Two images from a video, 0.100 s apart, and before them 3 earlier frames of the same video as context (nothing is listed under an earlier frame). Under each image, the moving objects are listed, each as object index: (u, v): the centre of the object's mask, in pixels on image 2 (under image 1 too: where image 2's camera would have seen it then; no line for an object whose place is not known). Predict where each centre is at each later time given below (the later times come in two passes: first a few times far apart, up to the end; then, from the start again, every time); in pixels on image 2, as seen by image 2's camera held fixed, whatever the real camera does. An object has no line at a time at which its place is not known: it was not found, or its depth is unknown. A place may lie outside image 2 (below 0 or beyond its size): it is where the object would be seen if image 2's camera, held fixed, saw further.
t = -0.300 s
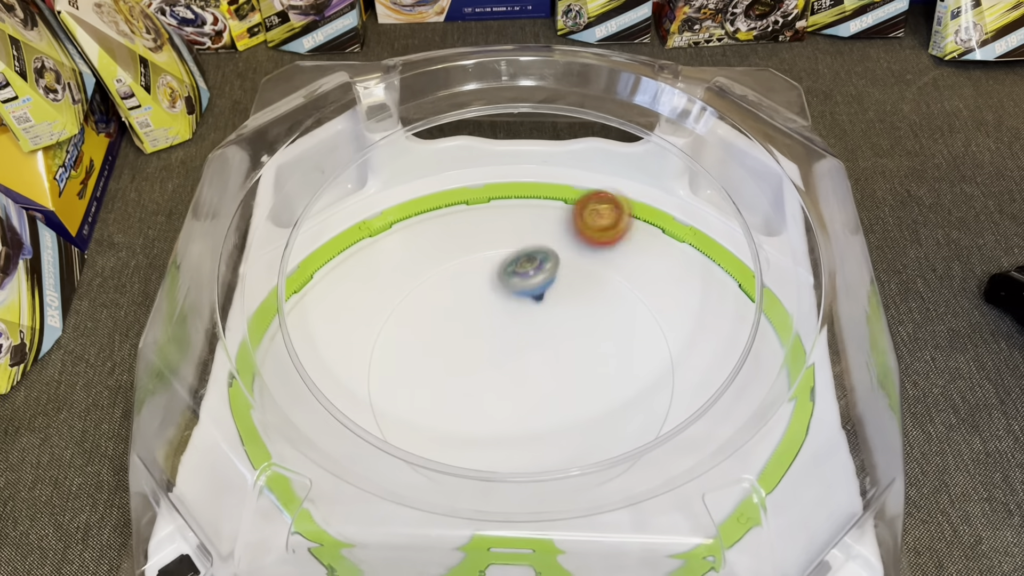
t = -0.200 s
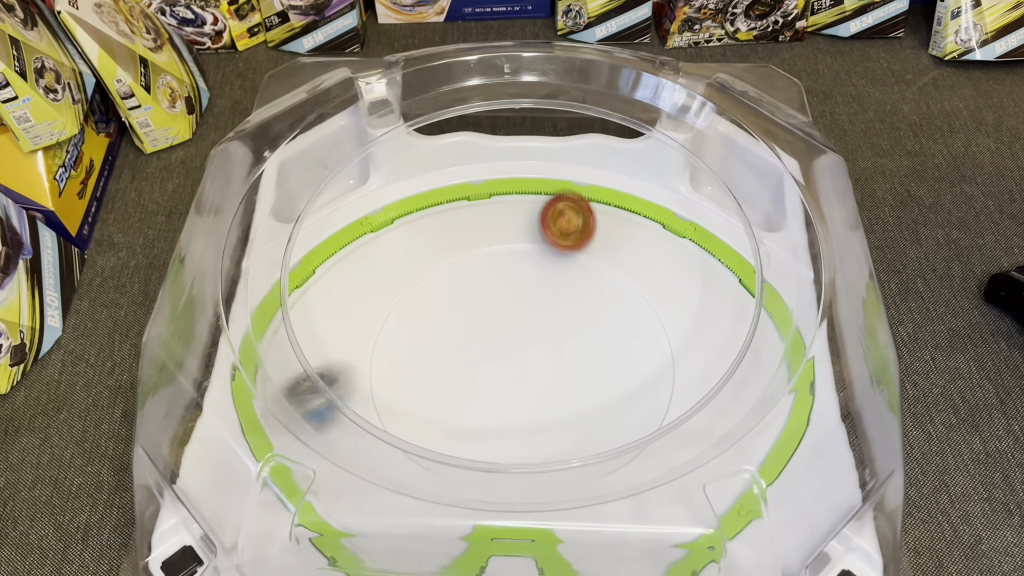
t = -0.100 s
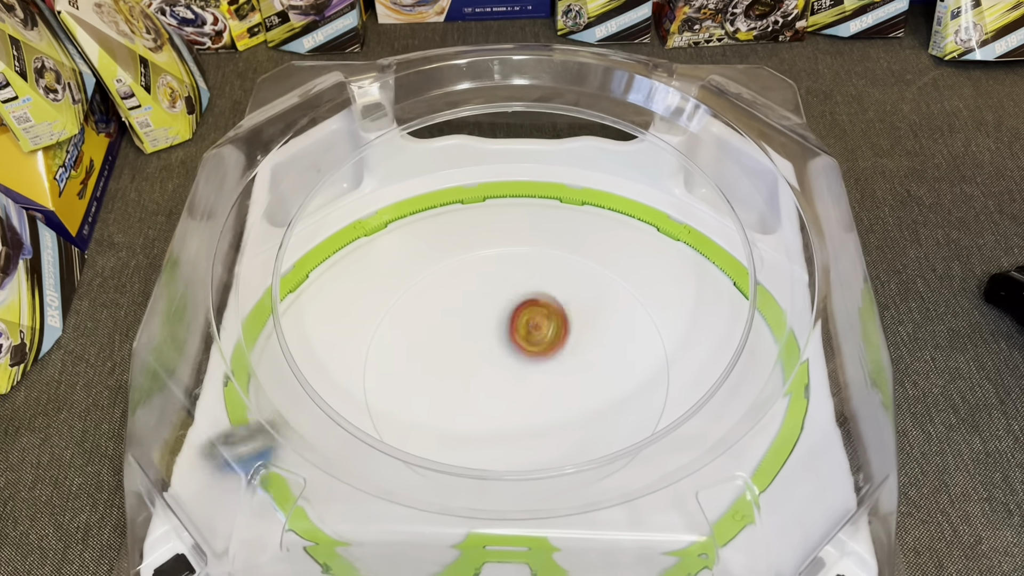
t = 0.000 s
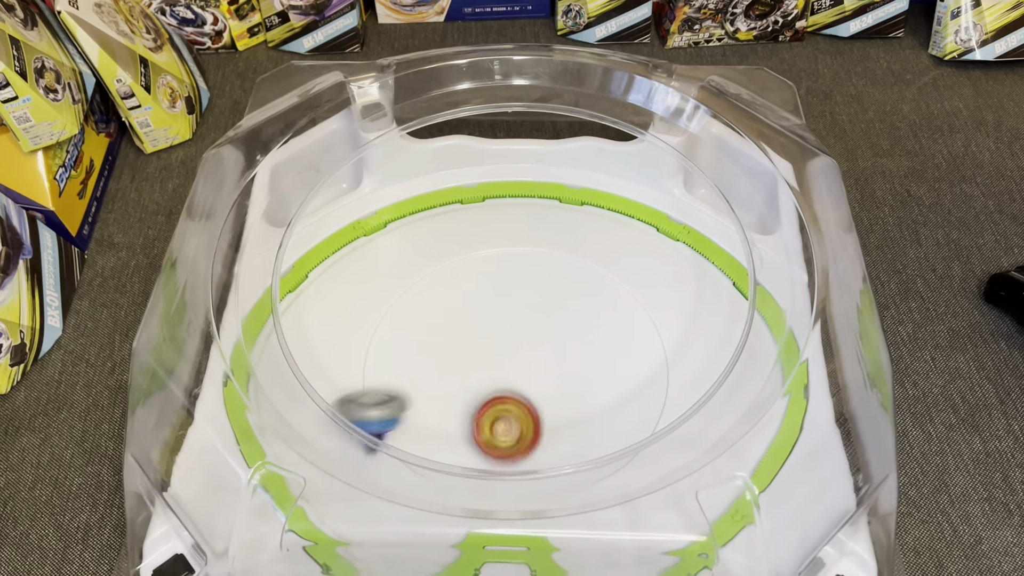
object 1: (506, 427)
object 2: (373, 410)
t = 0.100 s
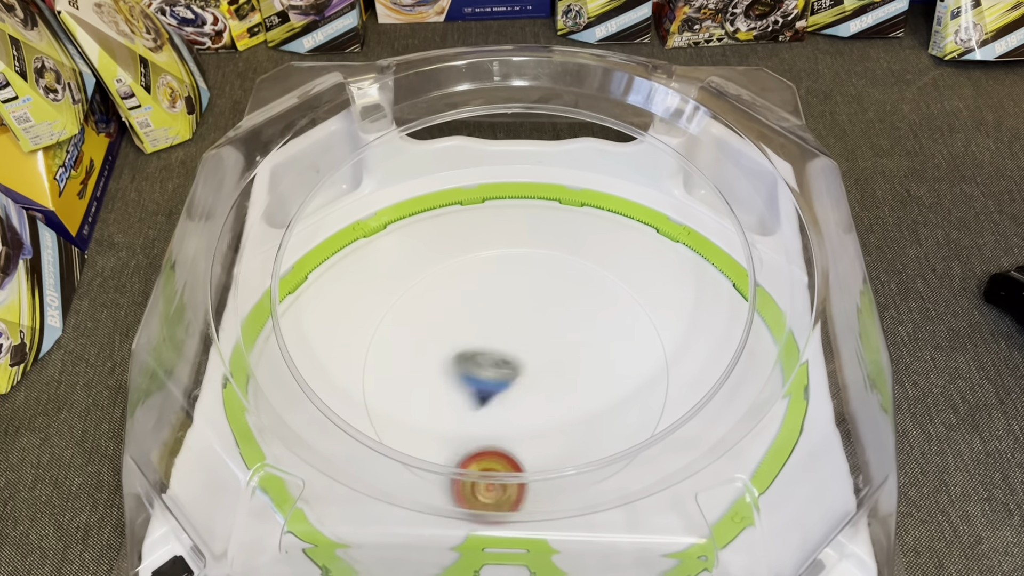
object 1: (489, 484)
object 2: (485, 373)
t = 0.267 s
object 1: (528, 388)
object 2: (625, 283)
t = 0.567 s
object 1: (546, 304)
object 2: (585, 238)
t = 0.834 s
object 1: (475, 403)
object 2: (454, 255)
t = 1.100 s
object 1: (444, 506)
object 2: (437, 329)
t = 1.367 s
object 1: (375, 521)
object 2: (541, 352)
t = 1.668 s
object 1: (473, 359)
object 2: (614, 352)
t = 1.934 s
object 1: (506, 235)
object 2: (569, 369)
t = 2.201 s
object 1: (536, 231)
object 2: (492, 389)
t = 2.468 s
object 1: (621, 256)
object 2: (427, 391)
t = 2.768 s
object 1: (755, 348)
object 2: (451, 359)
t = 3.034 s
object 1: (507, 411)
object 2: (496, 292)
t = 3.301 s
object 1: (352, 516)
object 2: (510, 218)
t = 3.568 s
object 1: (347, 408)
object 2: (567, 324)
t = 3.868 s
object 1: (385, 278)
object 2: (618, 455)
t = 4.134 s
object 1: (521, 234)
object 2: (604, 535)
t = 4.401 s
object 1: (638, 306)
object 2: (604, 420)
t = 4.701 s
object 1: (603, 451)
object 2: (501, 243)
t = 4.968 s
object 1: (433, 474)
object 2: (490, 227)
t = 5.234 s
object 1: (351, 359)
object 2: (537, 342)
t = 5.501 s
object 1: (425, 253)
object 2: (604, 460)
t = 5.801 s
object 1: (579, 256)
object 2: (591, 537)
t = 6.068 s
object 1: (623, 379)
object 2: (578, 428)
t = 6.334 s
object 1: (635, 400)
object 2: (402, 316)
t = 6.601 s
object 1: (520, 361)
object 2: (424, 318)
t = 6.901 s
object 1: (635, 385)
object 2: (433, 313)
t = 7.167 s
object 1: (577, 403)
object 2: (518, 364)
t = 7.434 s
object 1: (440, 488)
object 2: (524, 257)
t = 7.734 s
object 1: (314, 463)
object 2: (505, 317)
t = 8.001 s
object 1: (311, 446)
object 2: (459, 370)
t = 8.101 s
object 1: (318, 440)
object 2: (445, 368)
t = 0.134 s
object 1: (494, 470)
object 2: (521, 353)
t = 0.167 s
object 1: (501, 447)
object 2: (555, 342)
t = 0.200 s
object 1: (509, 431)
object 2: (582, 316)
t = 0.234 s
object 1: (518, 410)
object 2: (608, 296)
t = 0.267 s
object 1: (528, 388)
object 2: (625, 283)
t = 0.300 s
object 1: (538, 367)
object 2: (631, 272)
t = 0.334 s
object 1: (549, 348)
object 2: (636, 270)
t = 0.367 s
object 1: (558, 330)
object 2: (633, 263)
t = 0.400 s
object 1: (567, 315)
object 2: (626, 263)
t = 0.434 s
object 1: (576, 302)
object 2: (616, 263)
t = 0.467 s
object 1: (574, 295)
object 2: (610, 256)
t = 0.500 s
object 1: (566, 299)
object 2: (605, 247)
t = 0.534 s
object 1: (557, 298)
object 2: (597, 240)
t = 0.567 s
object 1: (546, 304)
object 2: (585, 238)
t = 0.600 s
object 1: (537, 312)
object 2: (571, 239)
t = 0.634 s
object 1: (526, 322)
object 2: (555, 236)
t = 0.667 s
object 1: (516, 332)
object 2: (537, 239)
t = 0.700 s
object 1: (506, 344)
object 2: (519, 238)
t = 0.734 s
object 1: (497, 358)
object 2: (501, 241)
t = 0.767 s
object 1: (488, 372)
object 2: (483, 243)
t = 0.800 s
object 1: (482, 388)
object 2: (468, 248)
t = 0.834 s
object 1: (475, 403)
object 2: (454, 255)
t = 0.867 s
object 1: (469, 419)
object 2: (443, 265)
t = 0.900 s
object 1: (465, 435)
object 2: (435, 274)
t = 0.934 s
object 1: (463, 445)
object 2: (429, 284)
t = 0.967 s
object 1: (458, 463)
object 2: (426, 293)
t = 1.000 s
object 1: (455, 476)
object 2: (425, 303)
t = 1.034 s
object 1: (454, 483)
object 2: (427, 312)
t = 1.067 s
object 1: (448, 499)
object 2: (431, 320)
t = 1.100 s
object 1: (444, 506)
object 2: (437, 329)
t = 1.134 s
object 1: (437, 516)
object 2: (445, 336)
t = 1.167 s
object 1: (427, 526)
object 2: (455, 342)
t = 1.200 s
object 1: (415, 536)
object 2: (465, 347)
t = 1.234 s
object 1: (402, 538)
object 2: (477, 349)
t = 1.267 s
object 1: (386, 539)
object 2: (491, 352)
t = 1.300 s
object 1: (370, 540)
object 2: (506, 352)
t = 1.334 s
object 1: (365, 537)
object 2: (523, 353)
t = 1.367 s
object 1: (375, 521)
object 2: (541, 352)
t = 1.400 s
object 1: (392, 506)
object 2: (558, 350)
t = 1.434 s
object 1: (405, 480)
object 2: (573, 350)
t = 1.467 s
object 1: (414, 469)
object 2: (587, 348)
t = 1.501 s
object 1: (426, 443)
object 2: (598, 347)
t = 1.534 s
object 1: (434, 434)
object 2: (606, 347)
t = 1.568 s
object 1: (444, 417)
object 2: (611, 348)
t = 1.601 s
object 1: (454, 398)
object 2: (614, 349)
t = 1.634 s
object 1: (463, 379)
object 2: (614, 350)
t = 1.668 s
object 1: (473, 359)
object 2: (614, 352)
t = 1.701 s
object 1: (481, 339)
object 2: (612, 353)
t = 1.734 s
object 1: (488, 320)
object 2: (608, 355)
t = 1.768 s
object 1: (493, 301)
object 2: (604, 358)
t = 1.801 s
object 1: (498, 284)
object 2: (598, 360)
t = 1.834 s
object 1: (501, 268)
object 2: (592, 362)
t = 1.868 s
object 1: (503, 254)
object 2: (585, 364)
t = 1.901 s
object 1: (504, 242)
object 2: (578, 367)
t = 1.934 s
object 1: (506, 235)
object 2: (569, 369)
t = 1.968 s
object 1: (508, 234)
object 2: (562, 372)
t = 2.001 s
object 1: (510, 231)
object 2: (554, 374)
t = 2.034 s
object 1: (513, 230)
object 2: (544, 376)
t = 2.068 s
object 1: (516, 230)
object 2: (535, 379)
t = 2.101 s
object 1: (519, 229)
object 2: (525, 382)
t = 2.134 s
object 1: (524, 229)
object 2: (514, 384)
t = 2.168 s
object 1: (529, 230)
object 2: (503, 387)
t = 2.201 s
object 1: (536, 231)
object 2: (492, 389)
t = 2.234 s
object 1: (543, 232)
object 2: (482, 391)
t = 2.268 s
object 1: (551, 233)
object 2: (470, 391)
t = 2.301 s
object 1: (560, 236)
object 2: (459, 391)
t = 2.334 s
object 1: (571, 239)
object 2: (449, 393)
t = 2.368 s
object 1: (582, 242)
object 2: (441, 391)
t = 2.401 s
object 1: (594, 245)
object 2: (434, 392)
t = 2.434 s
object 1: (607, 250)
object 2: (429, 392)
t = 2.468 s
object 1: (621, 256)
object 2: (427, 391)
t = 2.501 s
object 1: (636, 262)
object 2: (426, 388)
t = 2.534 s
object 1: (652, 270)
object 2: (426, 385)
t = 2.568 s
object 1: (669, 279)
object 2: (428, 381)
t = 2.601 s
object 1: (687, 288)
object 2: (430, 378)
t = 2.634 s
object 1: (706, 298)
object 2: (432, 374)
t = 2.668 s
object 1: (721, 310)
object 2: (436, 371)
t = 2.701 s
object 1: (746, 323)
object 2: (440, 367)
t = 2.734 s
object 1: (766, 338)
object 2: (445, 363)
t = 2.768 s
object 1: (755, 348)
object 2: (451, 359)
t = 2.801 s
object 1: (722, 353)
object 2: (457, 356)
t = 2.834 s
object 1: (690, 356)
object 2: (463, 352)
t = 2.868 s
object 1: (659, 360)
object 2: (470, 348)
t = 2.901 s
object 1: (628, 364)
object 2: (478, 344)
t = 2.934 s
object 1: (597, 373)
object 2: (485, 339)
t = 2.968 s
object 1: (562, 378)
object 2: (493, 334)
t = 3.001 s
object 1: (530, 383)
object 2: (501, 330)
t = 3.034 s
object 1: (507, 411)
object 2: (496, 292)
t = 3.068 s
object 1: (483, 443)
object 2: (492, 258)
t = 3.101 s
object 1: (459, 470)
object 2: (492, 233)
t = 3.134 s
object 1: (436, 495)
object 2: (494, 219)
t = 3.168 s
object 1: (408, 521)
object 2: (497, 209)
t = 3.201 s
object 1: (380, 537)
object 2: (503, 199)
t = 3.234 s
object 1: (364, 537)
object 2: (506, 199)
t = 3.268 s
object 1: (356, 523)
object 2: (507, 208)
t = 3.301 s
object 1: (352, 516)
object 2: (510, 218)
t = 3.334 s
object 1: (348, 508)
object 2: (515, 226)
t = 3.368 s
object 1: (352, 490)
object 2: (521, 238)
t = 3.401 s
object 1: (356, 478)
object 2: (529, 247)
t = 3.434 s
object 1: (351, 456)
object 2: (537, 263)
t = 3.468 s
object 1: (344, 449)
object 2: (544, 277)
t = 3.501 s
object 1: (347, 434)
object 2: (551, 292)
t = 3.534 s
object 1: (348, 423)
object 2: (558, 308)
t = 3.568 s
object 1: (347, 408)
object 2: (567, 324)
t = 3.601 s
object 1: (348, 396)
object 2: (576, 341)
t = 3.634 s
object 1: (346, 383)
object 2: (584, 356)
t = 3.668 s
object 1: (345, 370)
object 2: (593, 372)
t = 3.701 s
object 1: (346, 354)
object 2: (602, 389)
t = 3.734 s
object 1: (350, 337)
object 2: (610, 403)
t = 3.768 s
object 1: (355, 321)
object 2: (617, 419)
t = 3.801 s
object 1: (363, 305)
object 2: (620, 429)
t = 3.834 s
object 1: (373, 291)
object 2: (620, 441)
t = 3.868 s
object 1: (385, 278)
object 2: (618, 455)
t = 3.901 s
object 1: (399, 266)
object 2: (614, 469)
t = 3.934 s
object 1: (414, 256)
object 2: (609, 485)
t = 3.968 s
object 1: (431, 248)
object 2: (601, 503)
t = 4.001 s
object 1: (448, 241)
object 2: (592, 519)
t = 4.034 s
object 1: (466, 237)
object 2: (582, 545)
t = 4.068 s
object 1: (484, 234)
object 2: (574, 548)
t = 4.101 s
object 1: (503, 233)
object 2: (589, 543)
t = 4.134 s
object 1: (521, 234)
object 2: (604, 535)
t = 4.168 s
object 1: (540, 238)
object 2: (614, 514)
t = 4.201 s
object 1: (557, 242)
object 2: (623, 499)
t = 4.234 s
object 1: (574, 249)
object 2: (630, 491)
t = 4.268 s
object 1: (590, 257)
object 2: (629, 472)
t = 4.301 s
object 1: (605, 267)
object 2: (629, 457)
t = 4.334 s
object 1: (618, 279)
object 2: (625, 448)
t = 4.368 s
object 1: (629, 292)
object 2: (615, 428)
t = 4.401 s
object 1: (638, 306)
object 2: (604, 420)
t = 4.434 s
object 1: (645, 321)
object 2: (591, 403)
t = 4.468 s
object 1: (650, 339)
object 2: (576, 386)
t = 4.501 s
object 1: (652, 355)
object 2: (562, 365)
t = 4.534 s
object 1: (651, 373)
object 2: (547, 344)
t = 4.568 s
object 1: (647, 391)
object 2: (535, 323)
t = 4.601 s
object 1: (641, 407)
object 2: (524, 301)
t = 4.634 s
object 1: (630, 422)
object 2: (514, 281)
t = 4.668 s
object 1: (617, 434)
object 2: (507, 262)
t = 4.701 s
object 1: (603, 451)
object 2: (501, 243)
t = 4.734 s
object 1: (586, 466)
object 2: (496, 228)
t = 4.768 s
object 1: (565, 479)
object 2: (492, 218)
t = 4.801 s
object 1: (542, 485)
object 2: (490, 206)
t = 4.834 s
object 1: (520, 489)
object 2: (490, 196)
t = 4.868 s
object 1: (498, 489)
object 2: (489, 196)
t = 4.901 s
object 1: (475, 487)
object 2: (489, 211)
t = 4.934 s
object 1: (454, 482)
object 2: (489, 216)
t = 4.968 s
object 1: (433, 474)
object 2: (490, 227)
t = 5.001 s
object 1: (415, 466)
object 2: (492, 242)
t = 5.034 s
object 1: (399, 453)
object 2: (495, 247)
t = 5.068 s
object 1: (385, 438)
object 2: (498, 262)
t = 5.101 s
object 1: (375, 420)
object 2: (504, 277)
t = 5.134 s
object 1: (364, 407)
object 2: (511, 293)
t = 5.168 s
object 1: (355, 393)
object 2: (518, 309)
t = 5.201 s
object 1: (351, 376)
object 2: (527, 327)
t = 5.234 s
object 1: (351, 359)
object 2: (537, 342)
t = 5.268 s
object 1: (353, 342)
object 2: (547, 358)
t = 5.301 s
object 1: (357, 326)
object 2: (558, 373)
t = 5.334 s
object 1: (364, 311)
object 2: (570, 388)
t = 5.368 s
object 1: (373, 296)
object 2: (581, 404)
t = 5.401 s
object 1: (384, 283)
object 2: (590, 419)
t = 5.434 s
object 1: (396, 271)
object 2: (598, 432)
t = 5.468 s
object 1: (410, 261)
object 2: (602, 439)
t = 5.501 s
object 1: (425, 253)
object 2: (604, 460)
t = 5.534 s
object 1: (442, 246)
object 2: (600, 471)
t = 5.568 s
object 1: (458, 241)
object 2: (596, 487)
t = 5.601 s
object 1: (476, 237)
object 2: (589, 503)
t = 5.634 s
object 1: (494, 236)
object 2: (580, 514)
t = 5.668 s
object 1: (512, 236)
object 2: (567, 531)
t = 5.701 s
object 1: (529, 238)
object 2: (559, 542)
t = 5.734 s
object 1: (546, 242)
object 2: (570, 540)
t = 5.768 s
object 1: (563, 248)
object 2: (581, 541)
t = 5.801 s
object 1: (579, 256)
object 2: (591, 537)
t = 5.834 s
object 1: (591, 269)
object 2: (597, 519)
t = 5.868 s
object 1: (601, 284)
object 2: (602, 516)
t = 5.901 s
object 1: (609, 300)
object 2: (605, 502)
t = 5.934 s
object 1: (616, 315)
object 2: (605, 495)
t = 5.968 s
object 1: (620, 331)
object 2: (600, 474)
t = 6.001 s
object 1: (623, 347)
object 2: (595, 464)
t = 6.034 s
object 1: (624, 363)
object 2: (586, 441)
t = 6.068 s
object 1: (623, 379)
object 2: (578, 428)
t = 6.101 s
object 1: (643, 384)
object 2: (541, 415)
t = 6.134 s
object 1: (651, 381)
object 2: (505, 402)
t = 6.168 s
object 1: (657, 387)
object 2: (476, 384)
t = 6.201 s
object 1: (659, 389)
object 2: (449, 369)
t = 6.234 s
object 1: (659, 392)
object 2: (430, 351)
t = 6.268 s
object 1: (656, 395)
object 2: (414, 337)
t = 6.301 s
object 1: (648, 398)
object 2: (406, 324)
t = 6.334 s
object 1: (635, 400)
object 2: (402, 316)
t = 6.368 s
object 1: (617, 398)
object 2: (401, 311)
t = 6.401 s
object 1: (596, 396)
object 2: (403, 310)
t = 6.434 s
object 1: (577, 392)
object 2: (407, 311)
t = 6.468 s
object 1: (558, 386)
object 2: (412, 314)
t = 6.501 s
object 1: (539, 379)
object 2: (418, 317)
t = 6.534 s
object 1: (523, 370)
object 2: (427, 322)
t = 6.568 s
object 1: (507, 360)
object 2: (437, 328)
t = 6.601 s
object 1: (520, 361)
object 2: (424, 318)
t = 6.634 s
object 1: (546, 367)
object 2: (400, 304)
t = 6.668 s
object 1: (570, 374)
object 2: (385, 293)
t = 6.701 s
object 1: (591, 378)
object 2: (376, 289)
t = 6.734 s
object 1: (608, 384)
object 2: (380, 287)
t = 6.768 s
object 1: (620, 385)
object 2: (386, 291)
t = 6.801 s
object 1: (628, 387)
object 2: (396, 296)
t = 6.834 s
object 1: (632, 386)
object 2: (408, 301)
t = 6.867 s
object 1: (634, 385)
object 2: (420, 306)
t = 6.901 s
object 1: (635, 385)
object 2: (433, 313)
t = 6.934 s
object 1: (634, 385)
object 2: (446, 320)
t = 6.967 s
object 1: (632, 387)
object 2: (458, 327)
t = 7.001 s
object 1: (628, 389)
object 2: (469, 336)
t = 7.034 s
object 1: (622, 393)
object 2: (480, 343)
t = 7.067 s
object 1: (612, 396)
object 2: (489, 350)
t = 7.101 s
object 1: (601, 400)
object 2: (498, 356)
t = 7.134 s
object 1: (589, 402)
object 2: (508, 360)
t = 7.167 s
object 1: (577, 403)
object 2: (518, 364)
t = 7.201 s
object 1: (568, 418)
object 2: (522, 345)
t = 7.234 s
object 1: (555, 434)
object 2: (524, 323)
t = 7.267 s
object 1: (538, 453)
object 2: (524, 303)
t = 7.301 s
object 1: (520, 457)
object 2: (524, 288)
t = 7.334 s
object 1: (498, 484)
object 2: (523, 273)
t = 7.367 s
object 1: (475, 496)
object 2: (524, 265)
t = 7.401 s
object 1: (457, 490)
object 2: (523, 259)
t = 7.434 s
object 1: (440, 488)
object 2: (524, 257)
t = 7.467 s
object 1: (424, 486)
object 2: (525, 258)
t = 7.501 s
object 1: (406, 483)
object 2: (527, 261)
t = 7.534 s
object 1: (392, 479)
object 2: (526, 267)
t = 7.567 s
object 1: (374, 483)
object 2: (524, 274)
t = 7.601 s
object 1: (361, 480)
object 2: (520, 281)
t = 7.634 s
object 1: (350, 475)
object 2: (515, 290)
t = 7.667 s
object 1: (333, 482)
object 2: (509, 299)
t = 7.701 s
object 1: (324, 477)
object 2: (506, 307)
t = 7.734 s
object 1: (314, 463)
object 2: (505, 317)
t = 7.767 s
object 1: (307, 459)
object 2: (504, 326)
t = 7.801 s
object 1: (286, 457)
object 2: (501, 334)
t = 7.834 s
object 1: (297, 446)
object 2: (497, 343)
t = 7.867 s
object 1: (297, 444)
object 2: (491, 351)
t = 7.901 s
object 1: (299, 443)
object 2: (484, 358)
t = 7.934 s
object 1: (306, 445)
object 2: (476, 364)
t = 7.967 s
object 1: (302, 443)
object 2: (467, 368)
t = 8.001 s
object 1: (311, 446)
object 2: (459, 370)
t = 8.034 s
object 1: (304, 443)
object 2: (453, 371)
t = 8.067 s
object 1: (306, 444)
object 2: (448, 370)
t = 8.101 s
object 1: (318, 440)
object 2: (445, 368)
